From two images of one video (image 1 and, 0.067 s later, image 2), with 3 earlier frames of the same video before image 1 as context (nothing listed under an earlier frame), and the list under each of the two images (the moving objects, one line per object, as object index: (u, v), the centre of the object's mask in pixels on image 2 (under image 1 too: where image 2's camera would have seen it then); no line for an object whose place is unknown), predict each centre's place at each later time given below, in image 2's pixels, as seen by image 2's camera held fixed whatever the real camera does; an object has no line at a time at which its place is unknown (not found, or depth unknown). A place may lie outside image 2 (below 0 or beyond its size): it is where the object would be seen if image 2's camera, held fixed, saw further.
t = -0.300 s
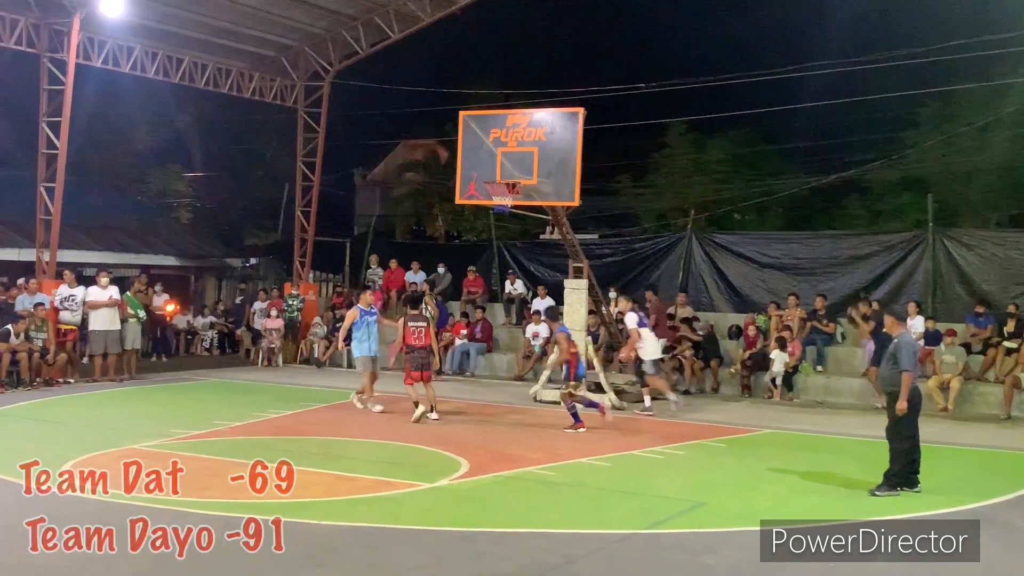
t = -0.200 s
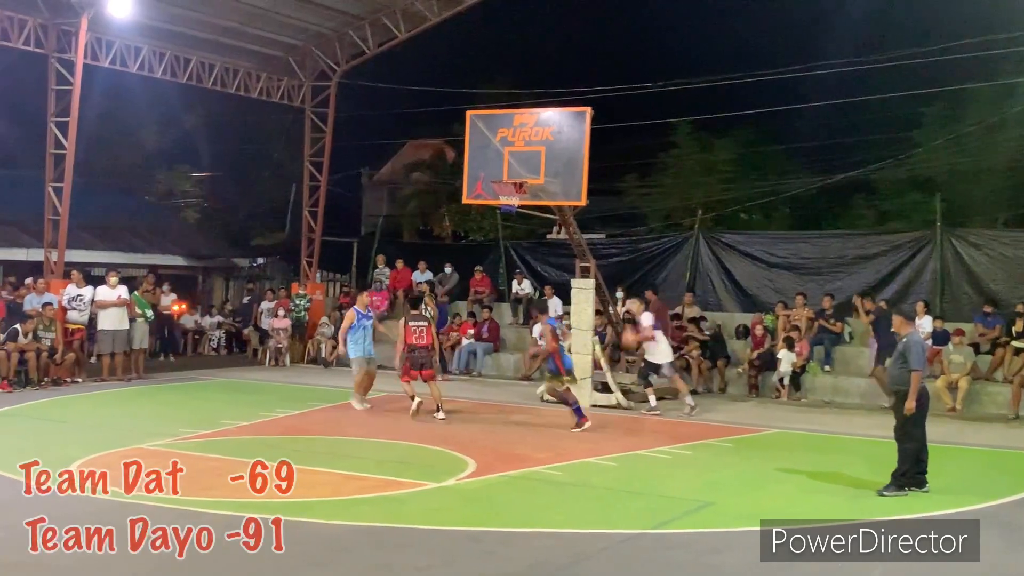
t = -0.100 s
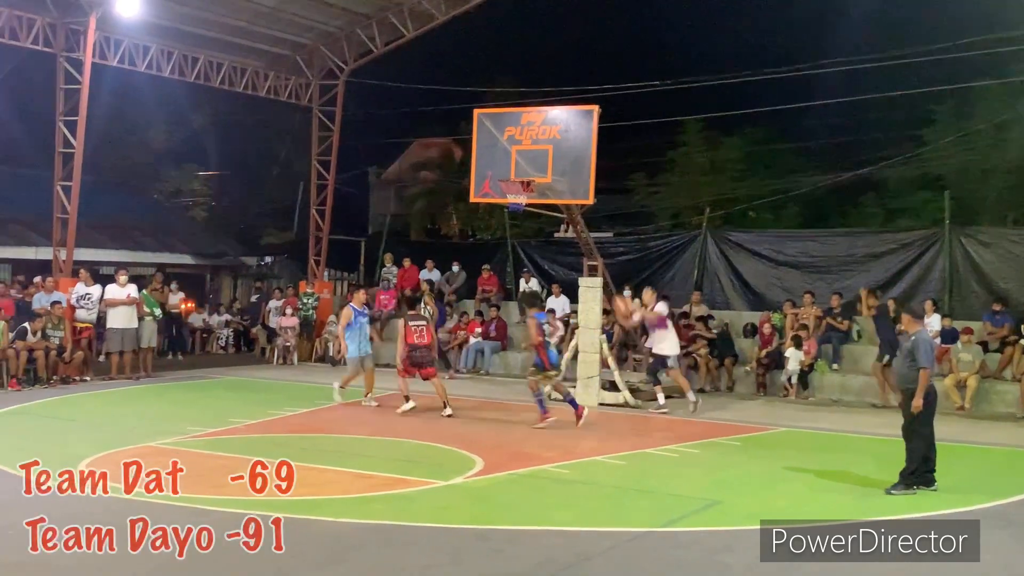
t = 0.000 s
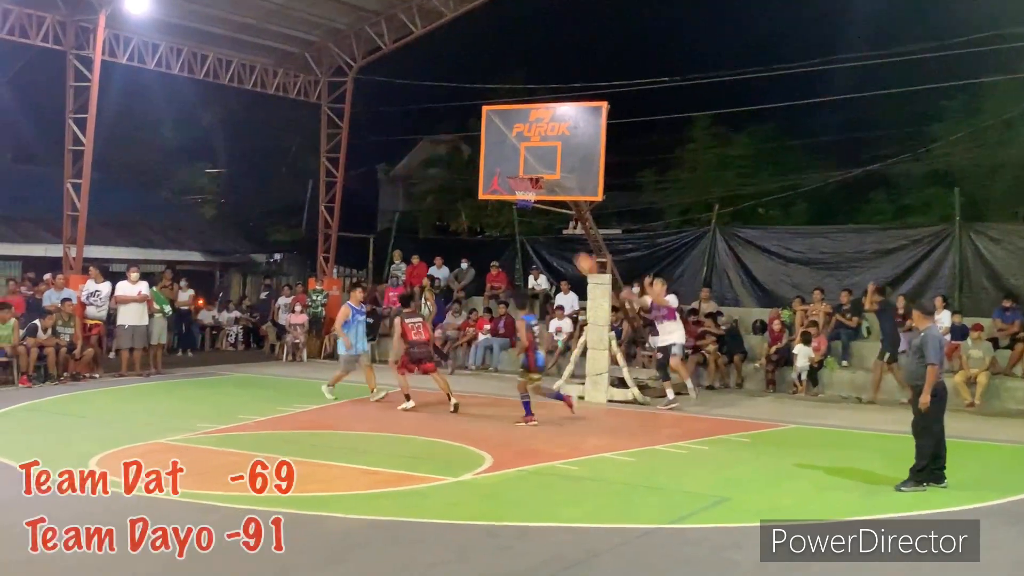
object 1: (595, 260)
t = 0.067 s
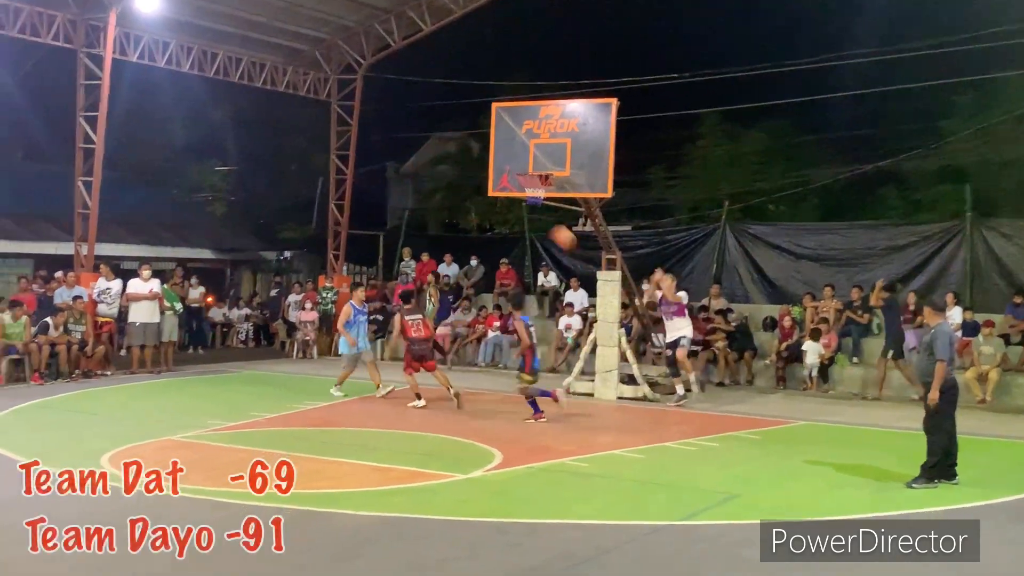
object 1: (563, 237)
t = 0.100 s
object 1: (547, 226)
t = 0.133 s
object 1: (529, 216)
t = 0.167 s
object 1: (511, 207)
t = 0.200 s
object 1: (493, 199)
